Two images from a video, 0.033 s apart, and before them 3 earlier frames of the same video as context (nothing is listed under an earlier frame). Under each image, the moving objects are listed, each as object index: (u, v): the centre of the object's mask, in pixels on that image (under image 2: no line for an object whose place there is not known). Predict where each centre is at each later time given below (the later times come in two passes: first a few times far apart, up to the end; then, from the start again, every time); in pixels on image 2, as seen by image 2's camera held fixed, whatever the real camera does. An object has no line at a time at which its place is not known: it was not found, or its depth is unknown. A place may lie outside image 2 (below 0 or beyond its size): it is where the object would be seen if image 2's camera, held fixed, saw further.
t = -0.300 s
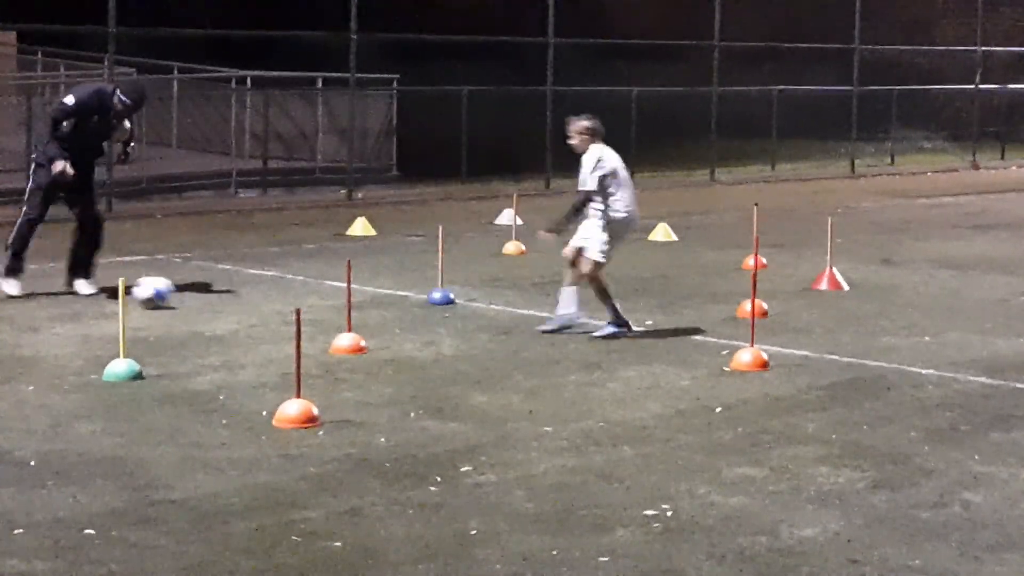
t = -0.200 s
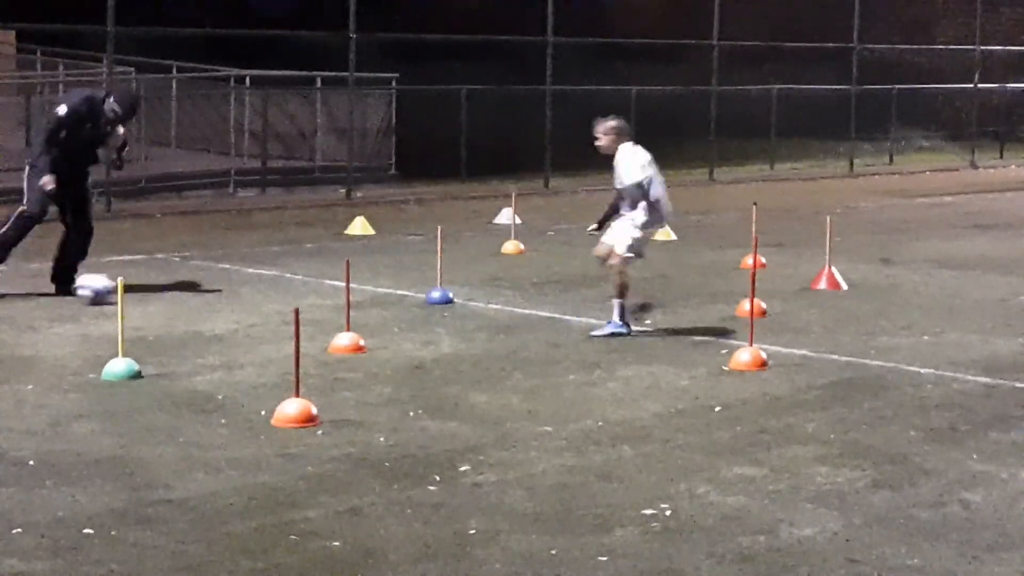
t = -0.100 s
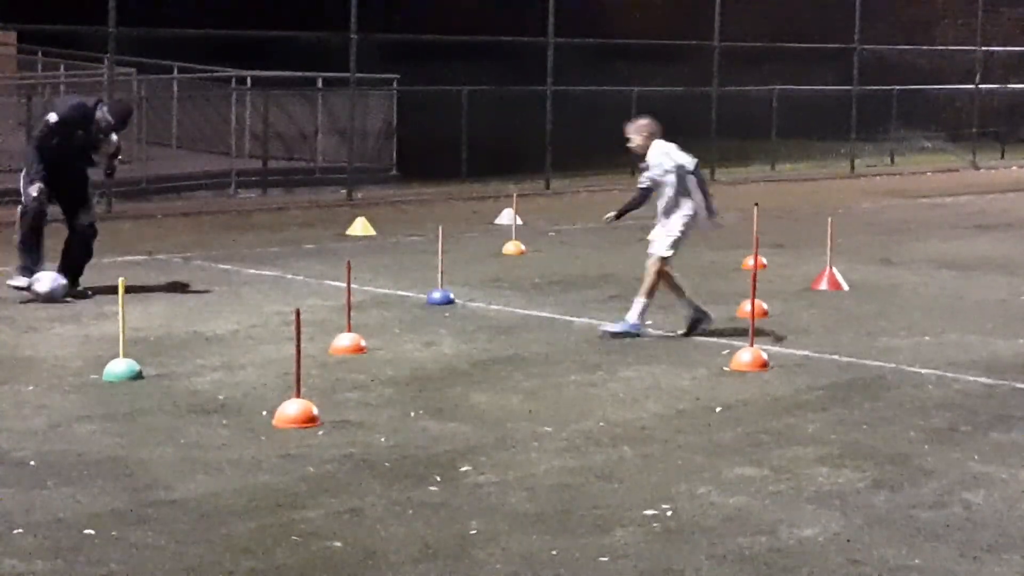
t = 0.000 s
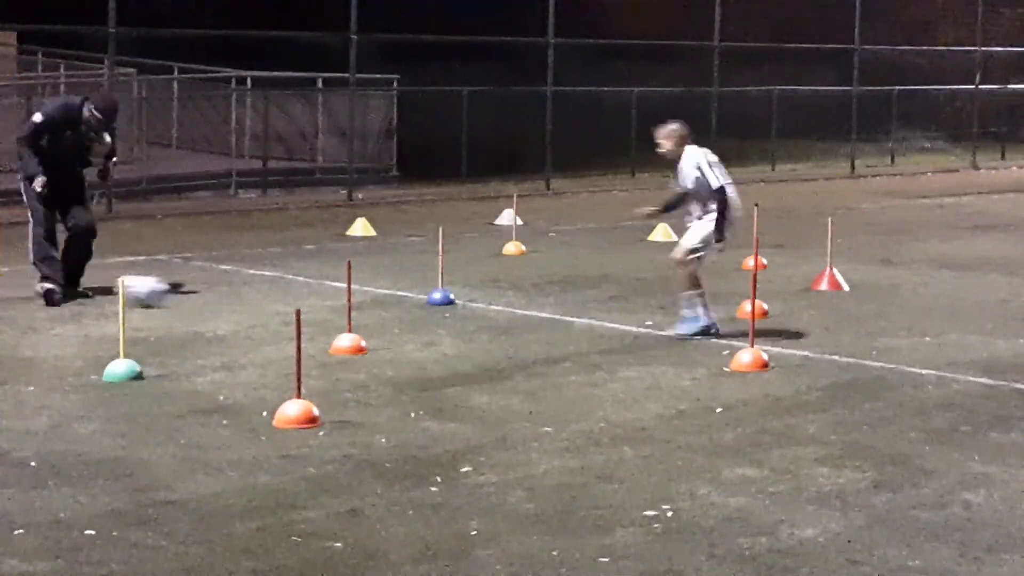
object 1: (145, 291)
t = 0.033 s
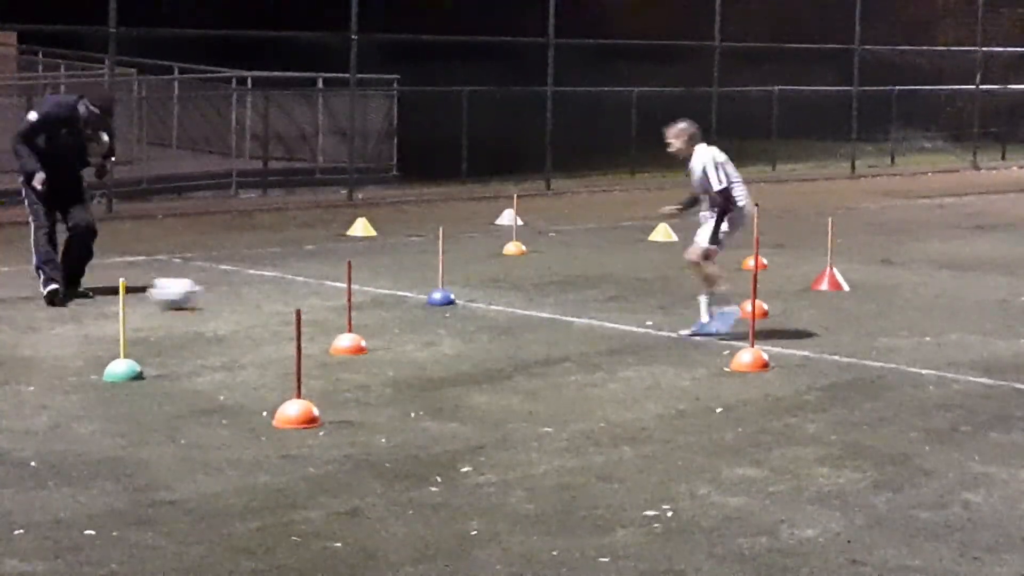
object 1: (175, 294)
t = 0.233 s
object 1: (354, 303)
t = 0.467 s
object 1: (535, 313)
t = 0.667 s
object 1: (660, 319)
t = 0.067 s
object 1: (205, 295)
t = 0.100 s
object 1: (237, 297)
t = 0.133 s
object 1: (266, 298)
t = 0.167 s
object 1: (296, 299)
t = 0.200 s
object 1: (324, 302)
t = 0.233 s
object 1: (354, 303)
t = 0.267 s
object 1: (382, 305)
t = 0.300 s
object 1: (409, 306)
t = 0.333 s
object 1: (436, 307)
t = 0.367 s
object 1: (462, 308)
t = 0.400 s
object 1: (484, 309)
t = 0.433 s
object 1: (509, 310)
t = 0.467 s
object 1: (535, 313)
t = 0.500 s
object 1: (558, 313)
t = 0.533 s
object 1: (577, 314)
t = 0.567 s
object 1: (598, 316)
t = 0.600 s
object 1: (619, 317)
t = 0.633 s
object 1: (639, 316)
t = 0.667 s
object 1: (660, 319)
